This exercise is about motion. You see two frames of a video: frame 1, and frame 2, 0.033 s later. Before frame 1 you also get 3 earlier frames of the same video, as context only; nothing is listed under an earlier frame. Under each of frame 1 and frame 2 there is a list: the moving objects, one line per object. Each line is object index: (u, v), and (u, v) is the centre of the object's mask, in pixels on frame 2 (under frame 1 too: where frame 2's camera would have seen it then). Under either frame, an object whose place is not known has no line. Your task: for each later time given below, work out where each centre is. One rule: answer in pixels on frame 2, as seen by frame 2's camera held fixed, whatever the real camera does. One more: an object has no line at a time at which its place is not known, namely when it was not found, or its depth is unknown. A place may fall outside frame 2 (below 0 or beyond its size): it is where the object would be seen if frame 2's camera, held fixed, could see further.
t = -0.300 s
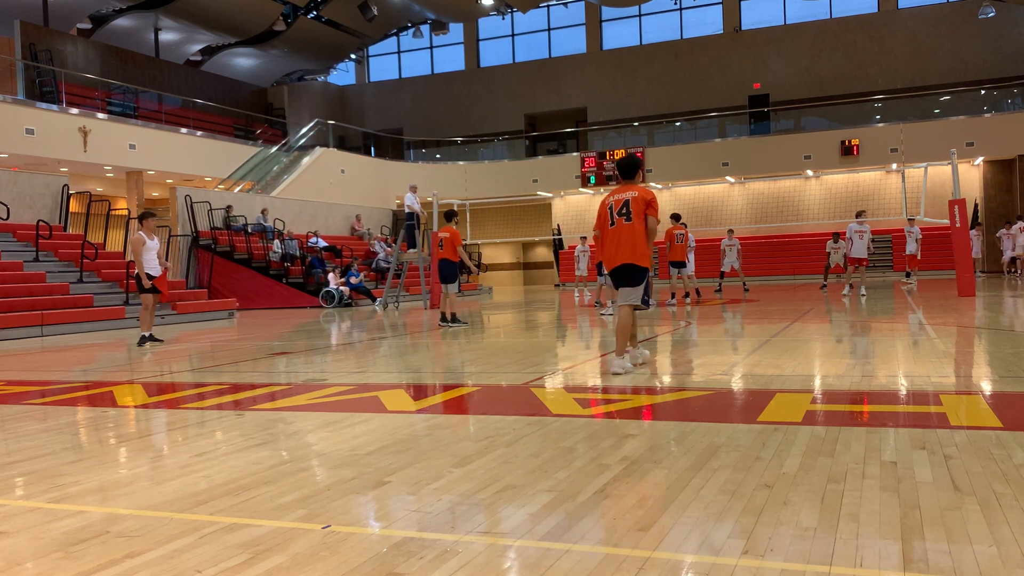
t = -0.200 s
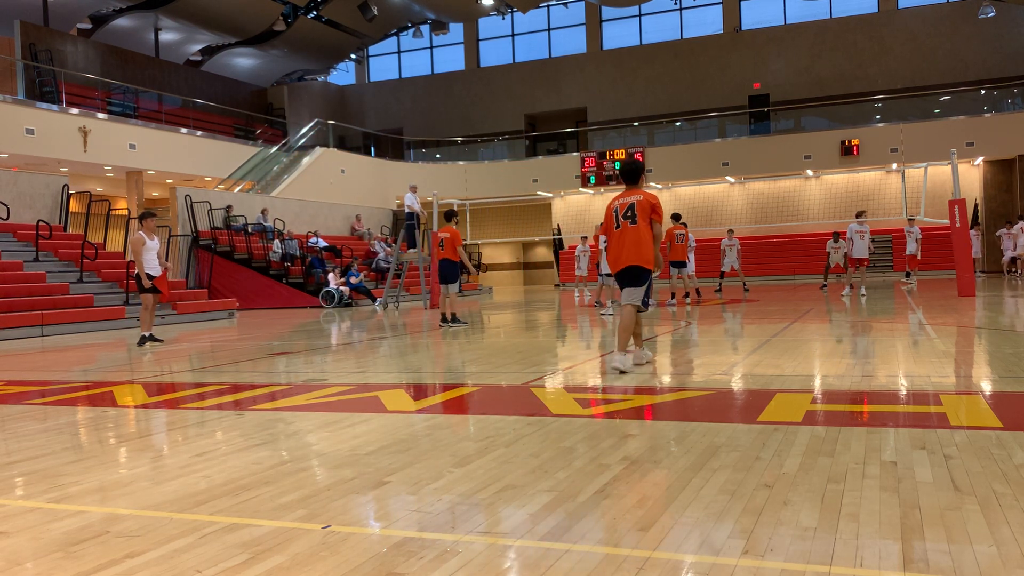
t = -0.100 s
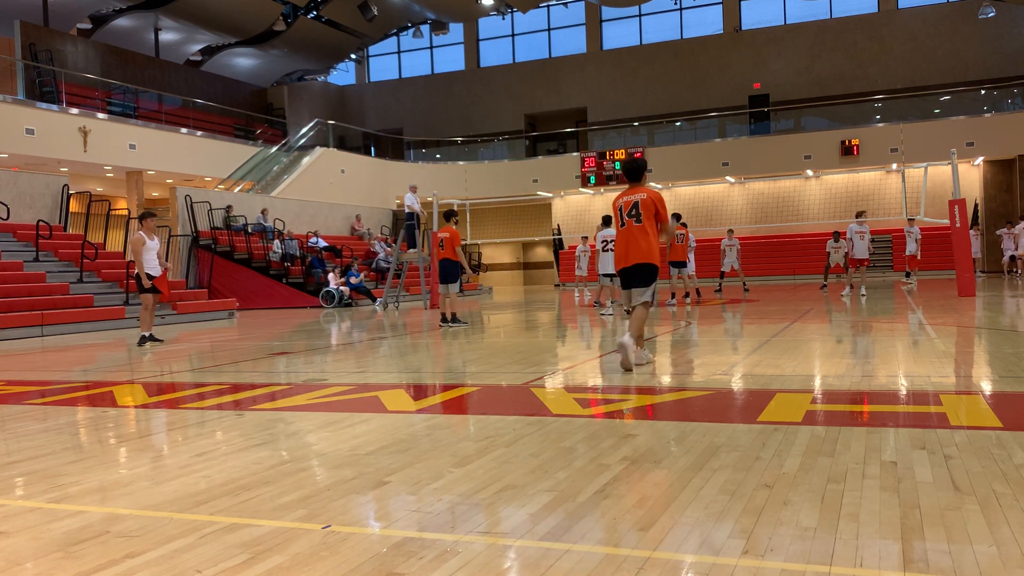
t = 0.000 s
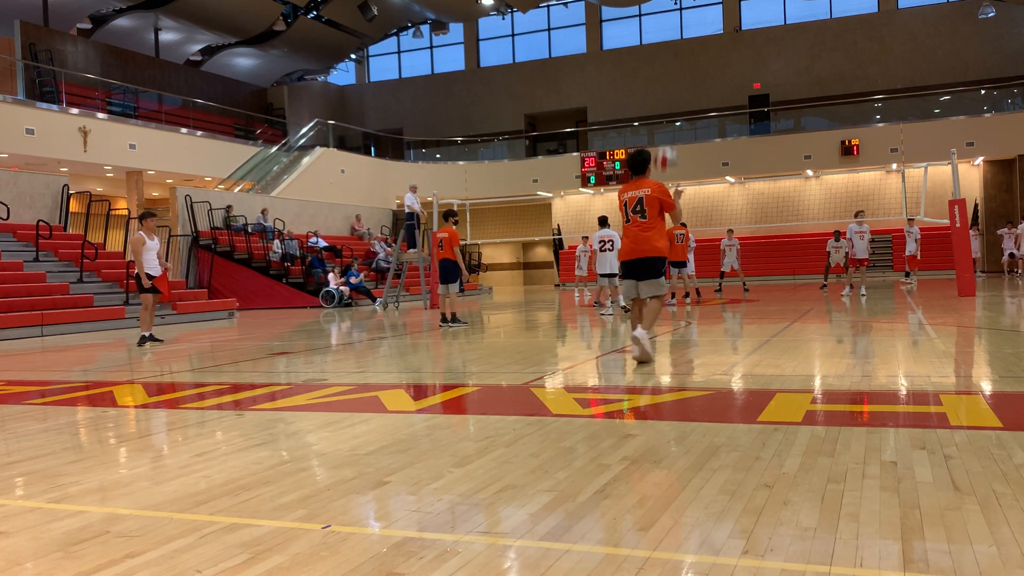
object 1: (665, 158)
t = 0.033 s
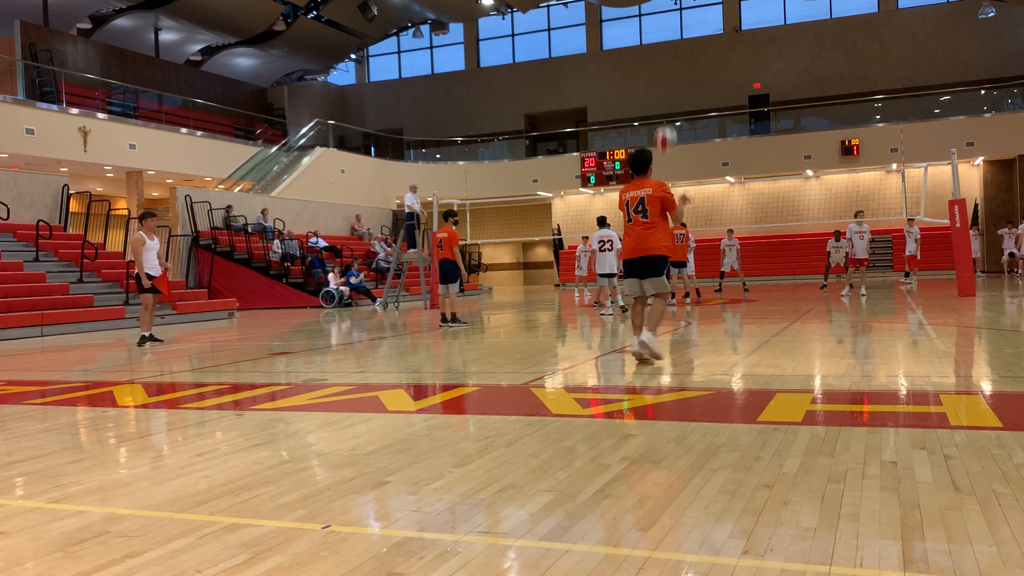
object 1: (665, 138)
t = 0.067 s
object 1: (666, 122)
